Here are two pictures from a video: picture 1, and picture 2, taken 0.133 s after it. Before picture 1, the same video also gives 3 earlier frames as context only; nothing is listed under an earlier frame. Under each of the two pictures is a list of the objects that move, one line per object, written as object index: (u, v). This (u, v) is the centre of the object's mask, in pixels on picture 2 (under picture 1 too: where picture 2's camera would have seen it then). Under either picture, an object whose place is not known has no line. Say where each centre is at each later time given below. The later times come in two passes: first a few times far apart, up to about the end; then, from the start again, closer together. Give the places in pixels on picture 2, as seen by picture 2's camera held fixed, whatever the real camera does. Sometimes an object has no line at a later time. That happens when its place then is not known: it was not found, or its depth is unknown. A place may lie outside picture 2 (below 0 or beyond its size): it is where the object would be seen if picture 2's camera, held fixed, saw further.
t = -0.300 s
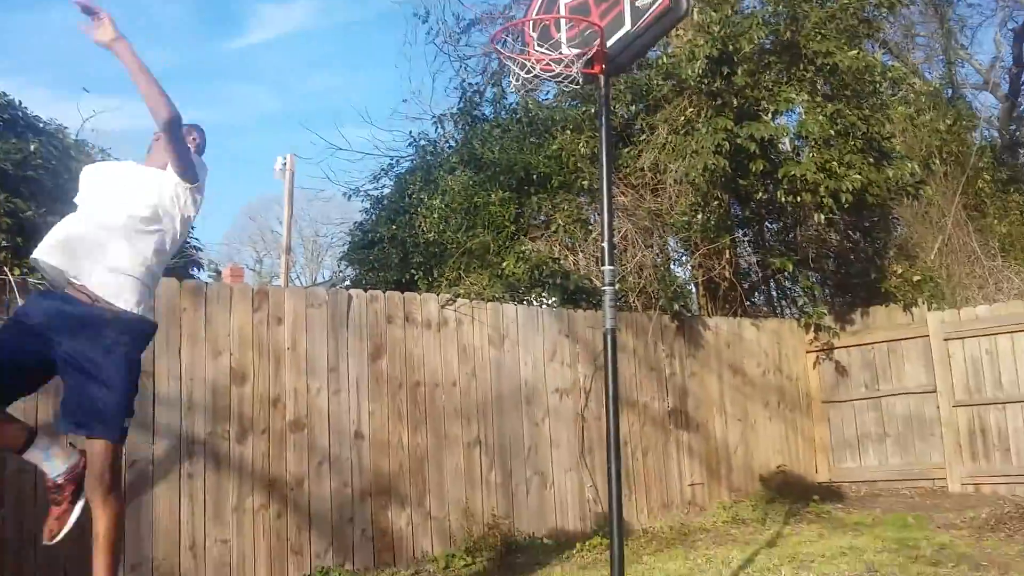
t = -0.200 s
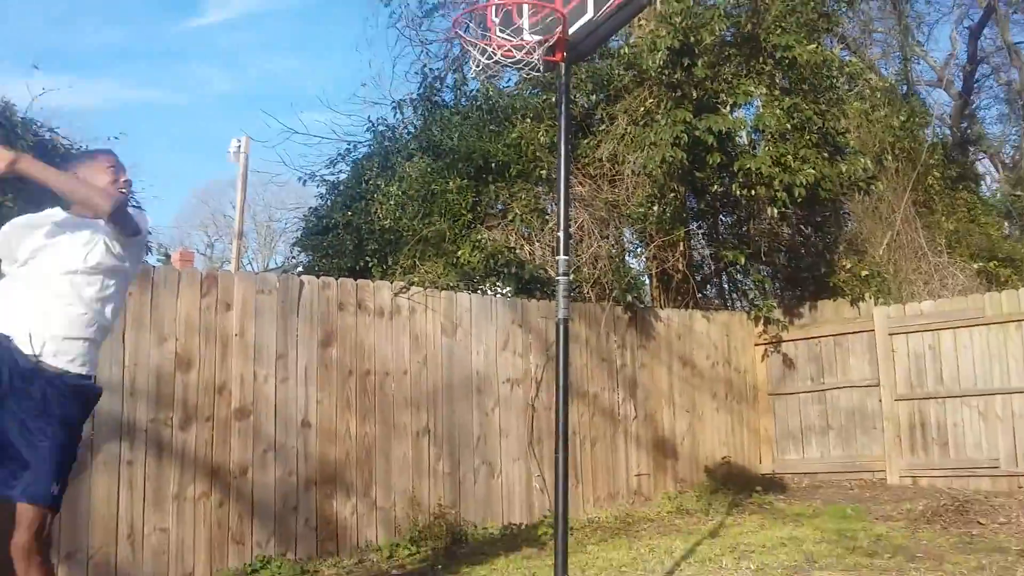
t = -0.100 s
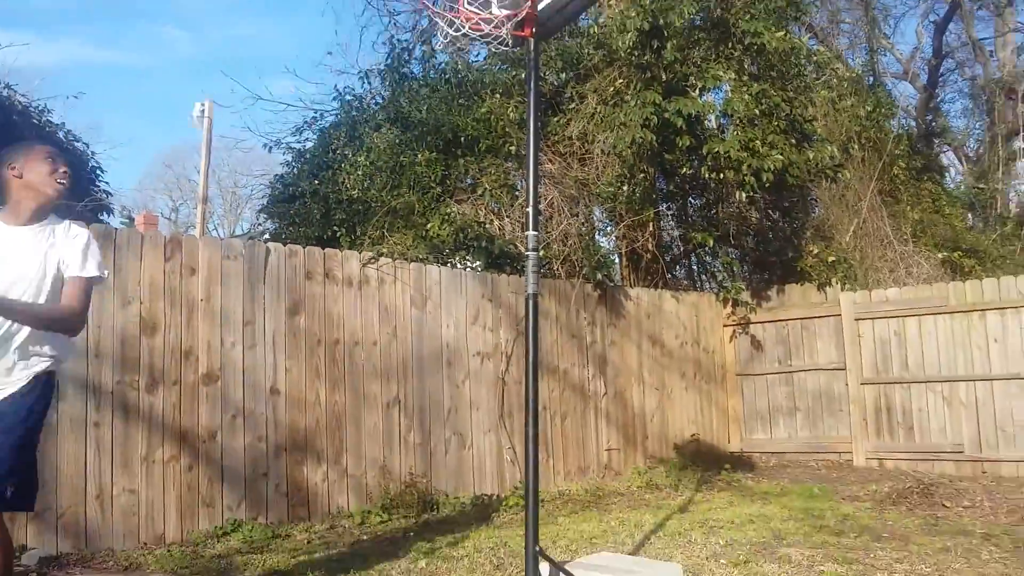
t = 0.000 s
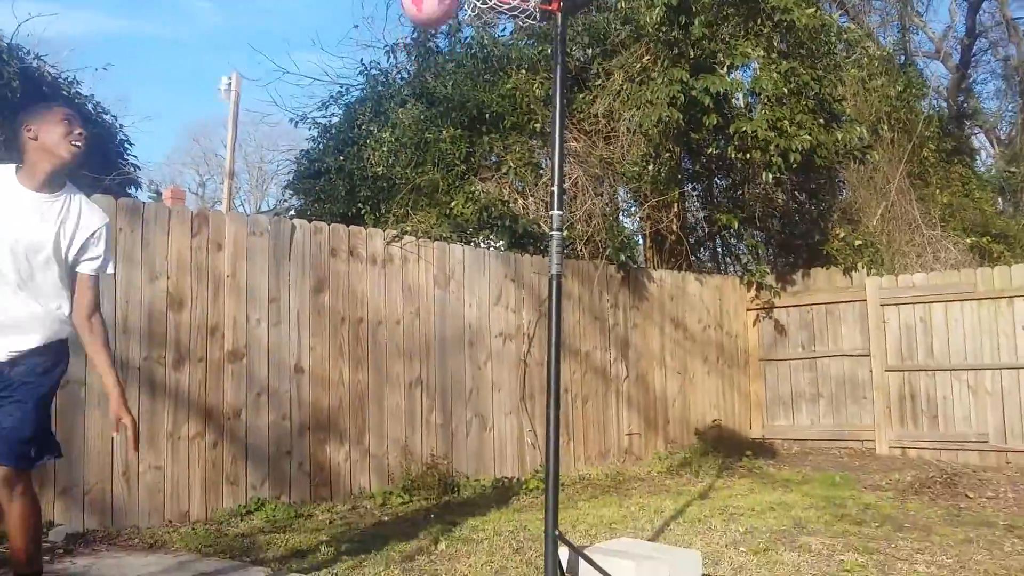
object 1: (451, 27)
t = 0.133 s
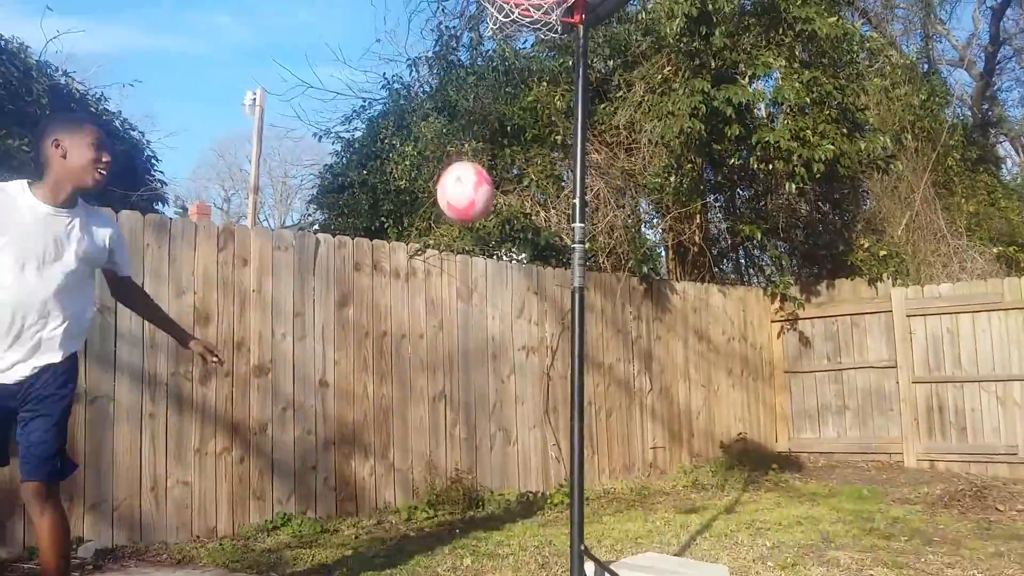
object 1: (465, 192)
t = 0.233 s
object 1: (483, 378)
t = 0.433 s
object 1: (487, 504)
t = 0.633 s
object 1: (461, 324)
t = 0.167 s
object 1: (471, 248)
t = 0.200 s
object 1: (477, 311)
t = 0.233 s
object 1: (483, 378)
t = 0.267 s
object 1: (487, 451)
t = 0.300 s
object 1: (493, 518)
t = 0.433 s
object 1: (487, 504)
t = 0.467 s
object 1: (482, 471)
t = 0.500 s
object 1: (477, 435)
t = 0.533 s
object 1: (473, 401)
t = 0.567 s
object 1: (469, 372)
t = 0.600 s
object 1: (465, 346)
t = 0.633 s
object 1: (461, 324)
